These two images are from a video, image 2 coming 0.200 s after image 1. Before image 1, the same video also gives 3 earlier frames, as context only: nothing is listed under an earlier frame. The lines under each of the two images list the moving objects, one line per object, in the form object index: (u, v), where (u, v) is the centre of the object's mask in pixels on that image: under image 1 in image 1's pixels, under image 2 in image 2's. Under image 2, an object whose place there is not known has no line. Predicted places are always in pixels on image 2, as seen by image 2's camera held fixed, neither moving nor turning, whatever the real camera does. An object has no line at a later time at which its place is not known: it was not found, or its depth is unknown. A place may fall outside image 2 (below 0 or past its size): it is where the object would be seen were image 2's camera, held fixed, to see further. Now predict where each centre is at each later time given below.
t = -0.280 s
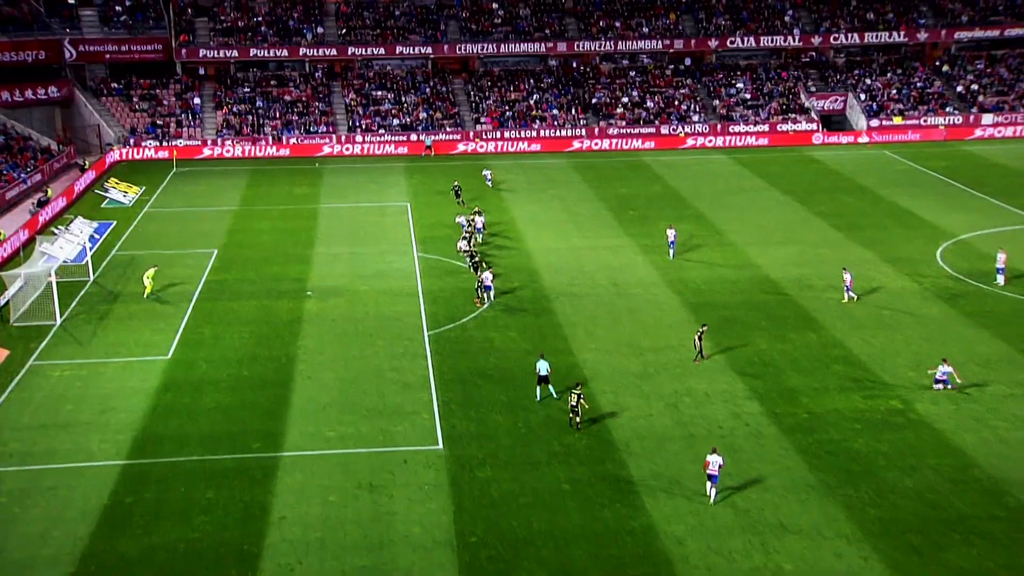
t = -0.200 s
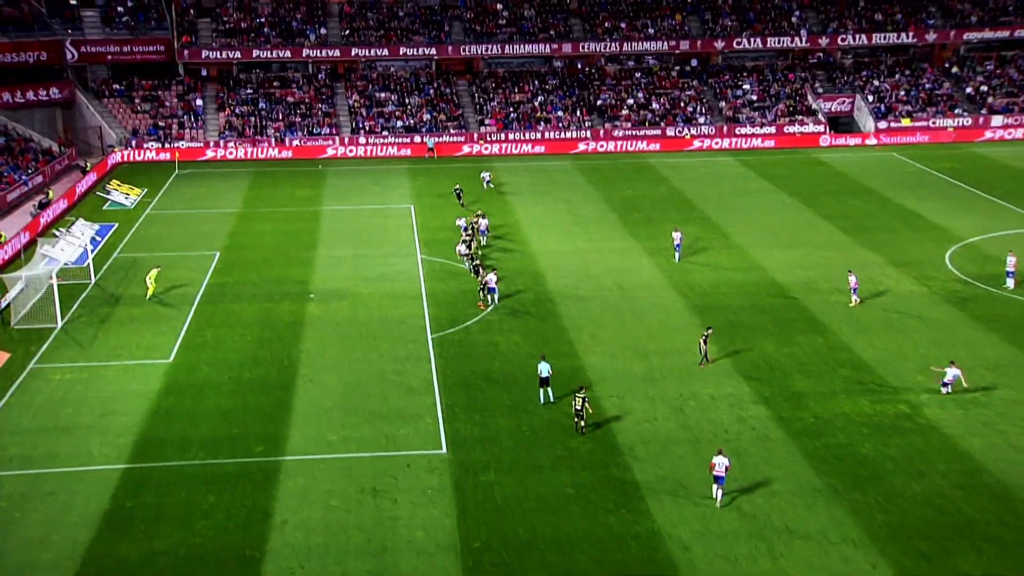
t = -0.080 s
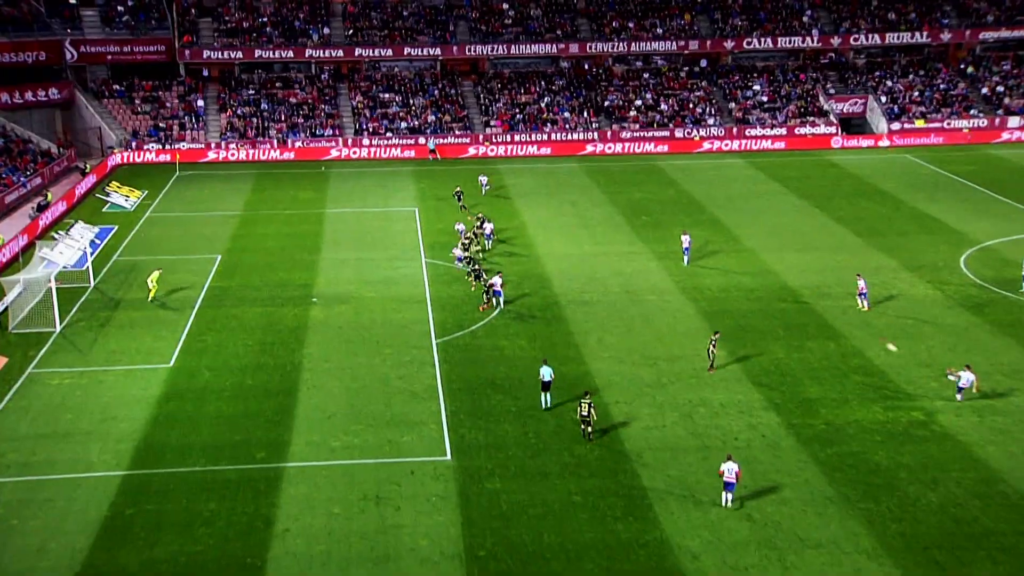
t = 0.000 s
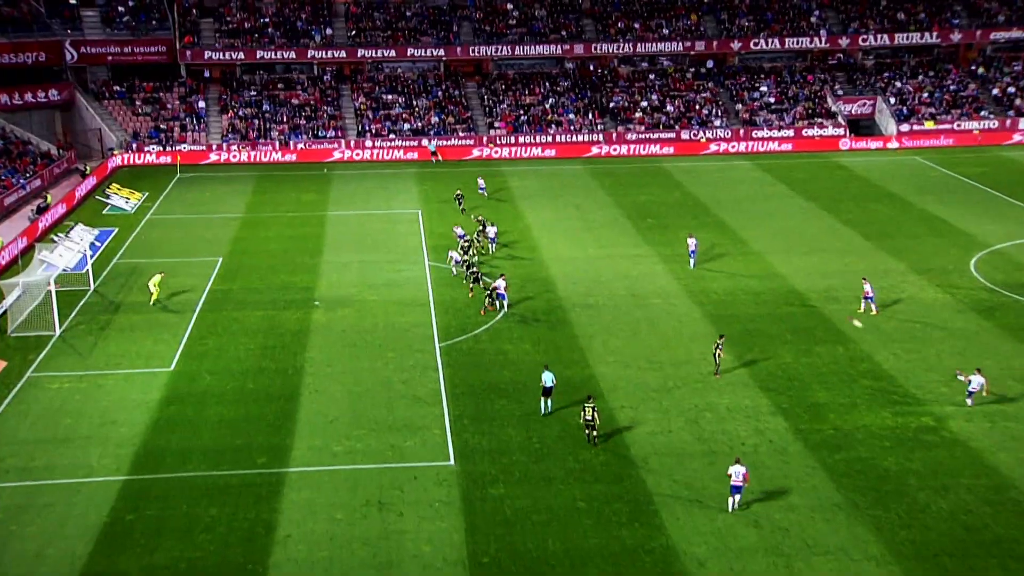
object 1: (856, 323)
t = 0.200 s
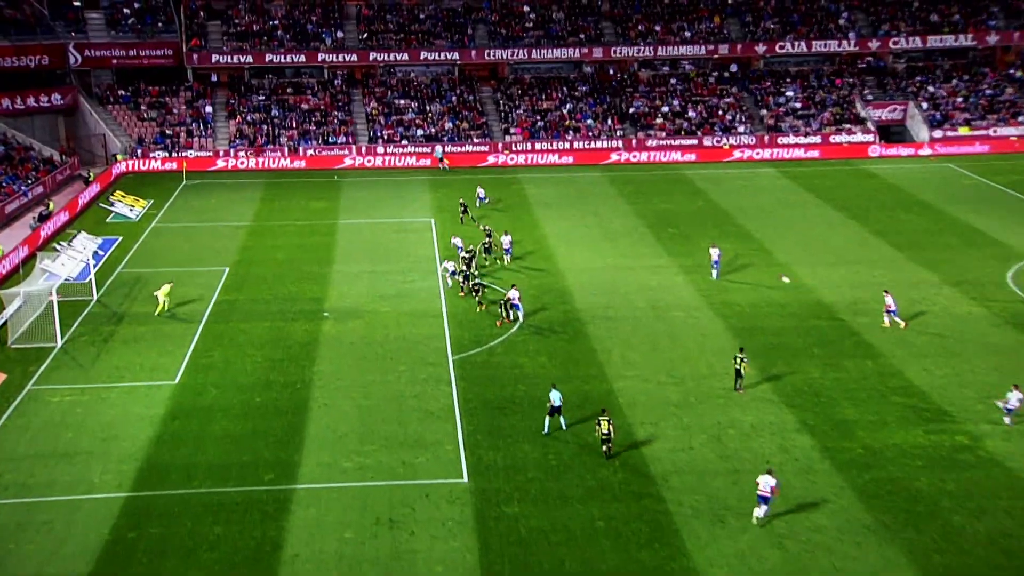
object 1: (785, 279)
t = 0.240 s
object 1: (768, 270)
